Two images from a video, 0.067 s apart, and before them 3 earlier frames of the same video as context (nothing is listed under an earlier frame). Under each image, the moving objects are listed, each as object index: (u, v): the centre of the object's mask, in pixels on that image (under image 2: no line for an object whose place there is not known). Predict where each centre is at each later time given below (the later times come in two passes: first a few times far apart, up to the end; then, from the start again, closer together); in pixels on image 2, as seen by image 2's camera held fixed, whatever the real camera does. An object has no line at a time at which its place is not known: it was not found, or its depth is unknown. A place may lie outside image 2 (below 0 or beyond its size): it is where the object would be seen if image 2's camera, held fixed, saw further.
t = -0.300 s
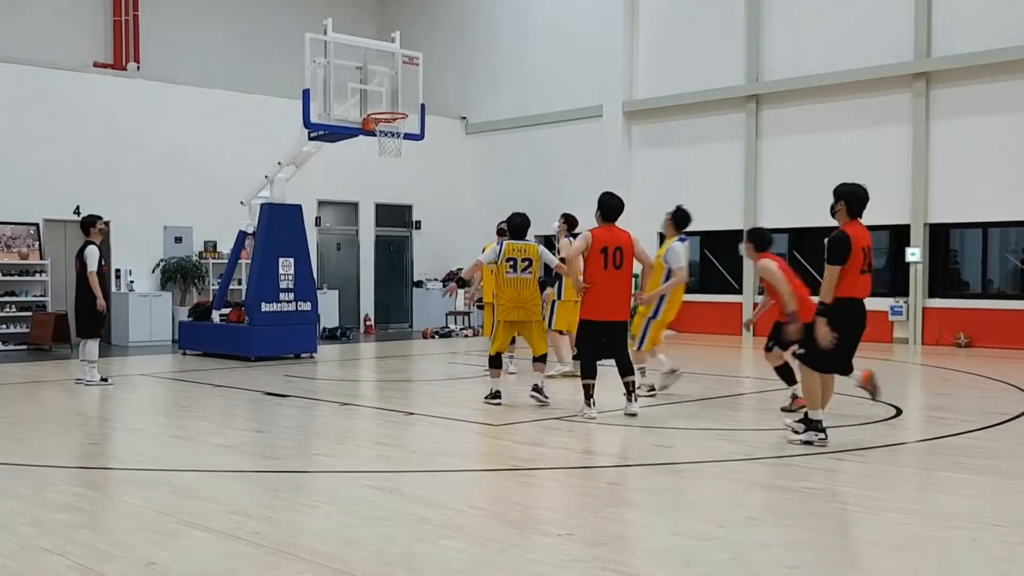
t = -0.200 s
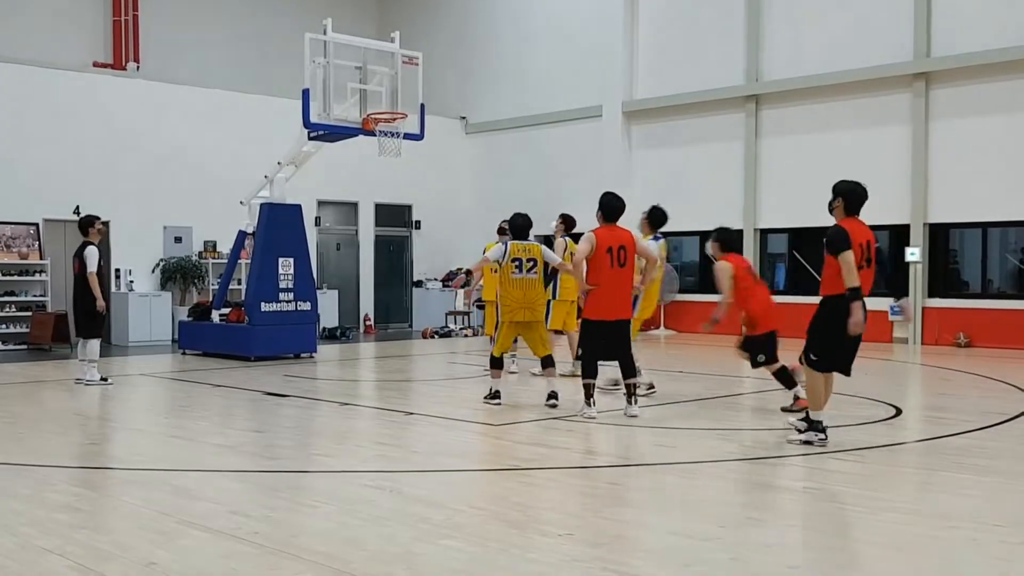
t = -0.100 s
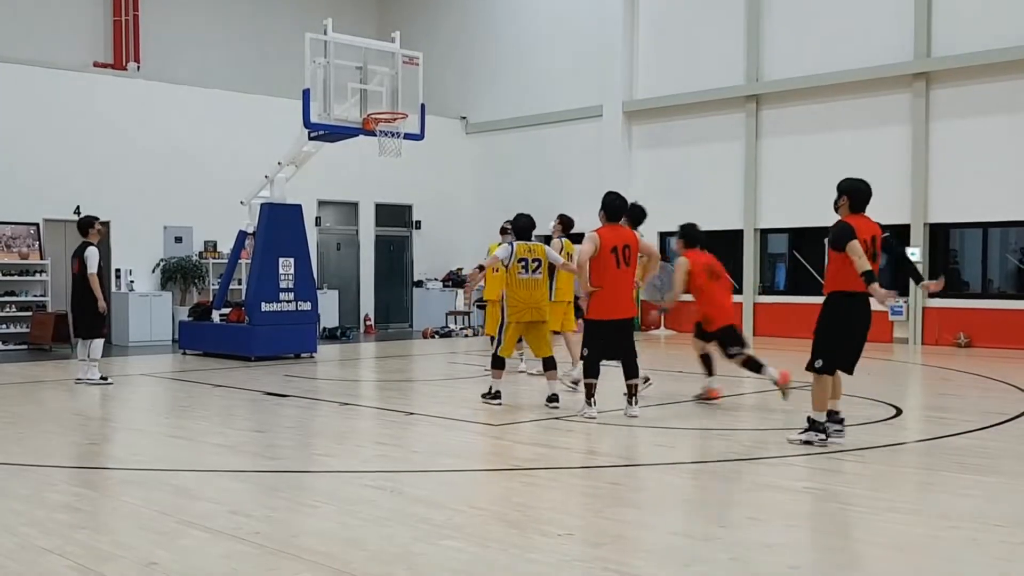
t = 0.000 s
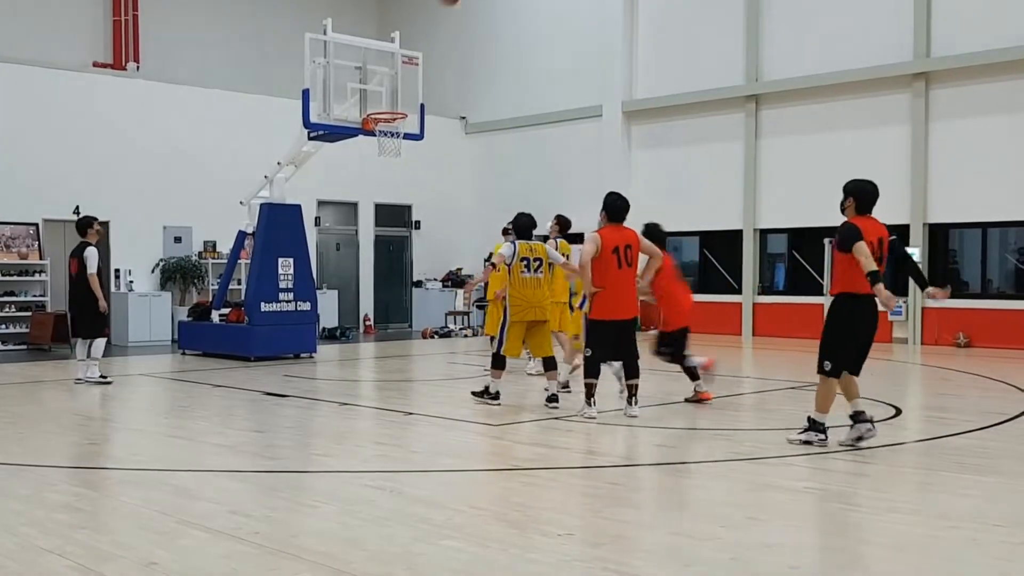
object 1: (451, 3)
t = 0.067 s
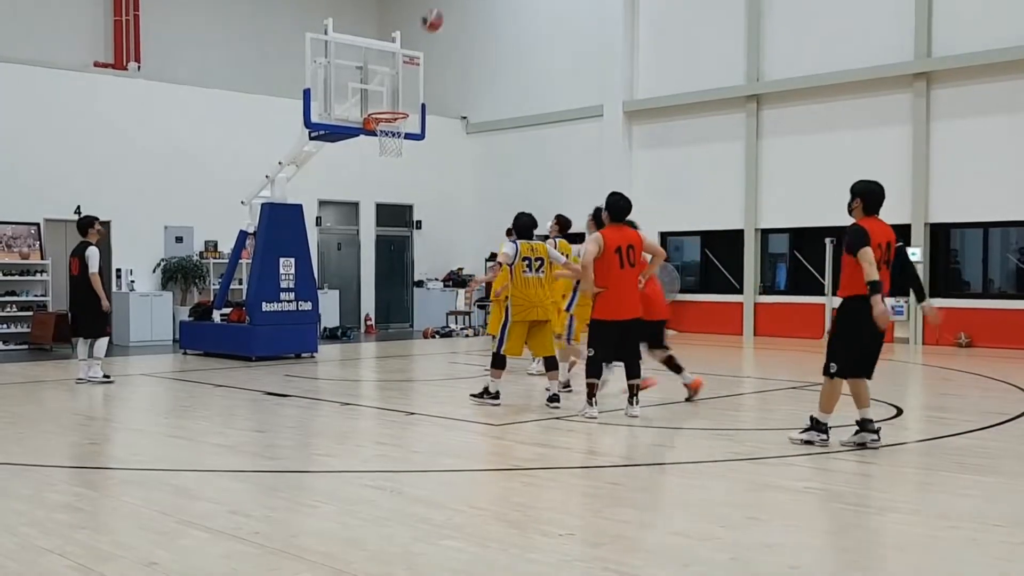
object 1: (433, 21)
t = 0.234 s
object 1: (391, 95)
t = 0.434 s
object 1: (394, 137)
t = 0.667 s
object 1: (377, 179)
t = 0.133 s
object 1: (415, 48)
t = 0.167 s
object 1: (408, 64)
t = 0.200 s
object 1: (399, 79)
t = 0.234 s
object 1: (391, 95)
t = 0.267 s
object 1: (382, 111)
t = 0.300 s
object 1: (390, 121)
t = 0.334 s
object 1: (399, 125)
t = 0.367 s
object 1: (399, 129)
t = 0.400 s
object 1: (397, 133)
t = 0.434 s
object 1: (394, 137)
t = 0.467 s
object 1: (393, 147)
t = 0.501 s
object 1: (390, 149)
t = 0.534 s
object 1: (387, 152)
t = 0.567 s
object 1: (384, 157)
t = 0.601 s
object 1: (382, 163)
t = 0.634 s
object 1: (379, 171)
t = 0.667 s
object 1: (377, 179)
